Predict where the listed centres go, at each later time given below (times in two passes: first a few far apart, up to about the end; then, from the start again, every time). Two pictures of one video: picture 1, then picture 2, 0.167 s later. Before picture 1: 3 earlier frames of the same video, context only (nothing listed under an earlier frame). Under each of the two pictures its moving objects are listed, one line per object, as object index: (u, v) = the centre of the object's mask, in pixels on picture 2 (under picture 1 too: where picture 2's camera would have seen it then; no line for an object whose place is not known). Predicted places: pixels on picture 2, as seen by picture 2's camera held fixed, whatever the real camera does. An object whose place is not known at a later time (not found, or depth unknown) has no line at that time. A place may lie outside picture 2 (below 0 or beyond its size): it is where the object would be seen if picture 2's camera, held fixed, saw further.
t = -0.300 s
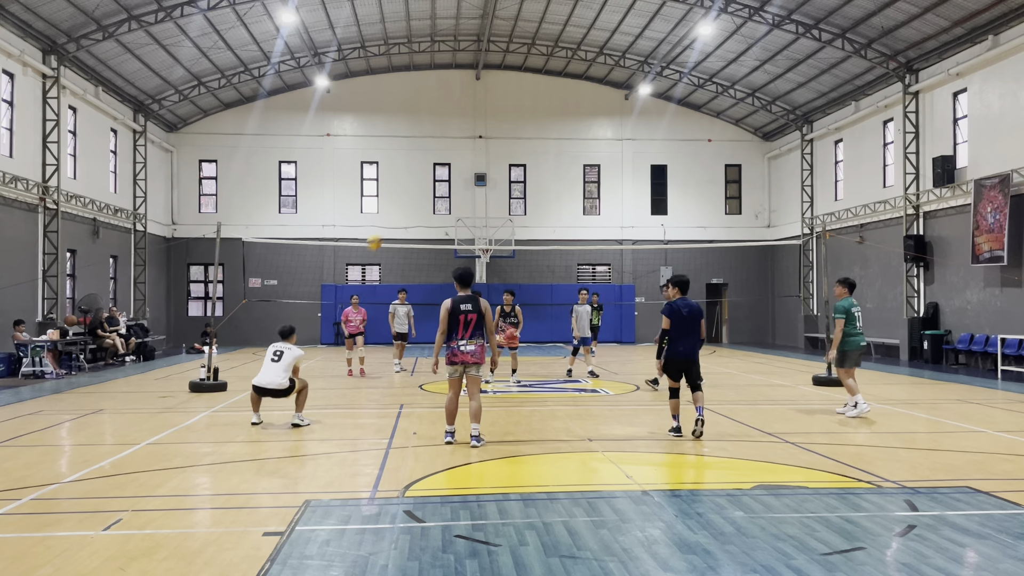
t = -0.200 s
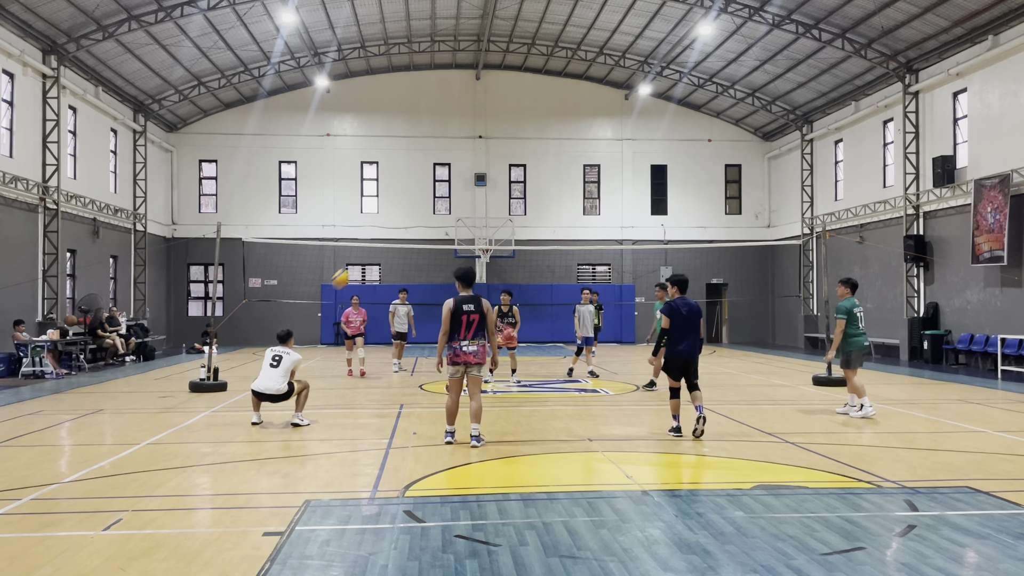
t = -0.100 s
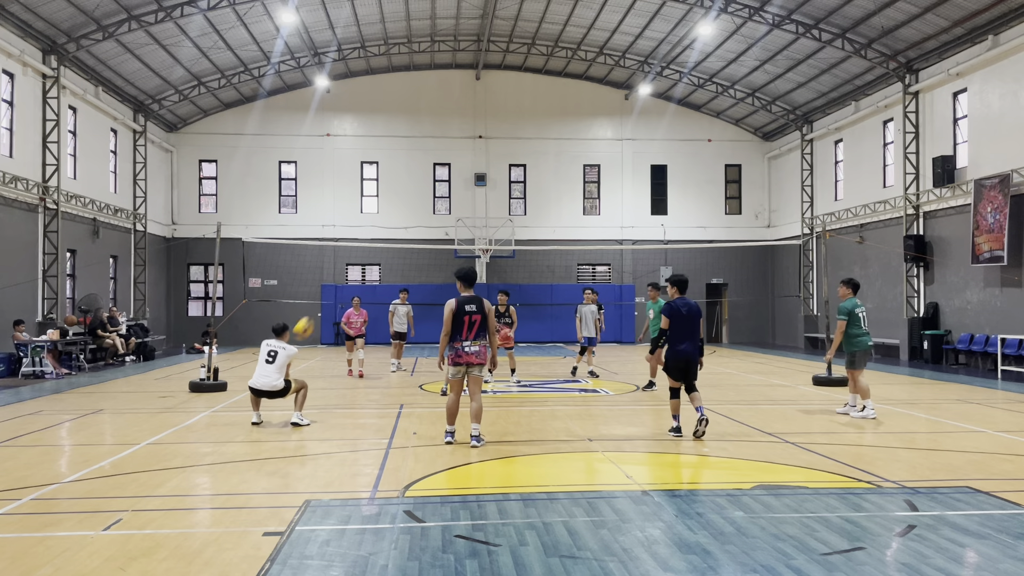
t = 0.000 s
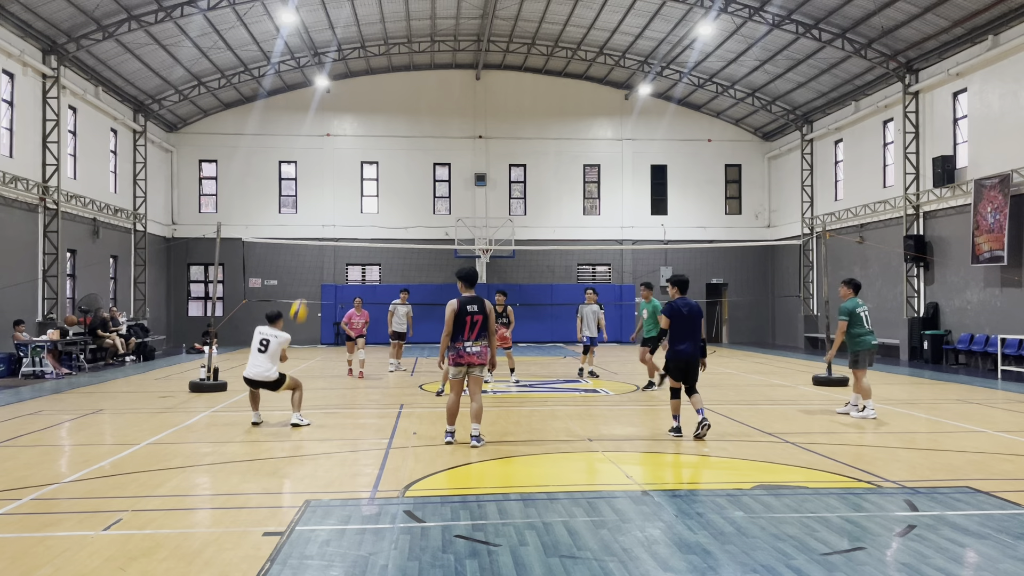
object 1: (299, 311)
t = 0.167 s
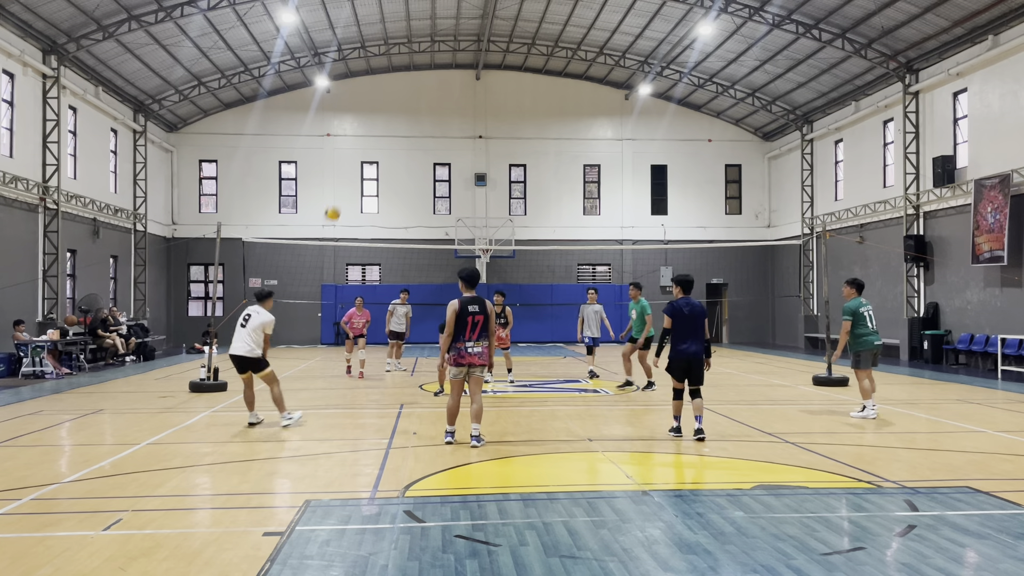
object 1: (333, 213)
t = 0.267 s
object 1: (351, 169)
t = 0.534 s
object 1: (394, 95)
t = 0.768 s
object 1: (429, 76)
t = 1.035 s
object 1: (466, 100)
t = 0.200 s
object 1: (339, 198)
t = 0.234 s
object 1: (345, 182)
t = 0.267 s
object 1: (351, 169)
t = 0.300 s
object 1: (356, 156)
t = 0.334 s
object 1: (362, 145)
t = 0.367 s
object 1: (367, 134)
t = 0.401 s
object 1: (373, 124)
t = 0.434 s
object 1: (378, 115)
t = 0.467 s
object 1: (383, 108)
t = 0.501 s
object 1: (389, 101)
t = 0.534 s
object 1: (394, 95)
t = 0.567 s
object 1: (399, 90)
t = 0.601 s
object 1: (404, 85)
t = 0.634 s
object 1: (409, 82)
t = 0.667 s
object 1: (415, 79)
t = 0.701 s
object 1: (419, 77)
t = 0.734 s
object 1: (424, 76)
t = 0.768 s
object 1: (429, 76)
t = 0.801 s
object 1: (433, 76)
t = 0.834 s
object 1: (438, 78)
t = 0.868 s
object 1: (443, 80)
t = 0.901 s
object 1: (448, 82)
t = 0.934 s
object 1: (452, 86)
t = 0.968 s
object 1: (457, 90)
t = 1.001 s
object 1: (461, 95)
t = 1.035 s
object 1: (466, 100)
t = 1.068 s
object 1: (470, 107)
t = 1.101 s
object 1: (474, 114)
